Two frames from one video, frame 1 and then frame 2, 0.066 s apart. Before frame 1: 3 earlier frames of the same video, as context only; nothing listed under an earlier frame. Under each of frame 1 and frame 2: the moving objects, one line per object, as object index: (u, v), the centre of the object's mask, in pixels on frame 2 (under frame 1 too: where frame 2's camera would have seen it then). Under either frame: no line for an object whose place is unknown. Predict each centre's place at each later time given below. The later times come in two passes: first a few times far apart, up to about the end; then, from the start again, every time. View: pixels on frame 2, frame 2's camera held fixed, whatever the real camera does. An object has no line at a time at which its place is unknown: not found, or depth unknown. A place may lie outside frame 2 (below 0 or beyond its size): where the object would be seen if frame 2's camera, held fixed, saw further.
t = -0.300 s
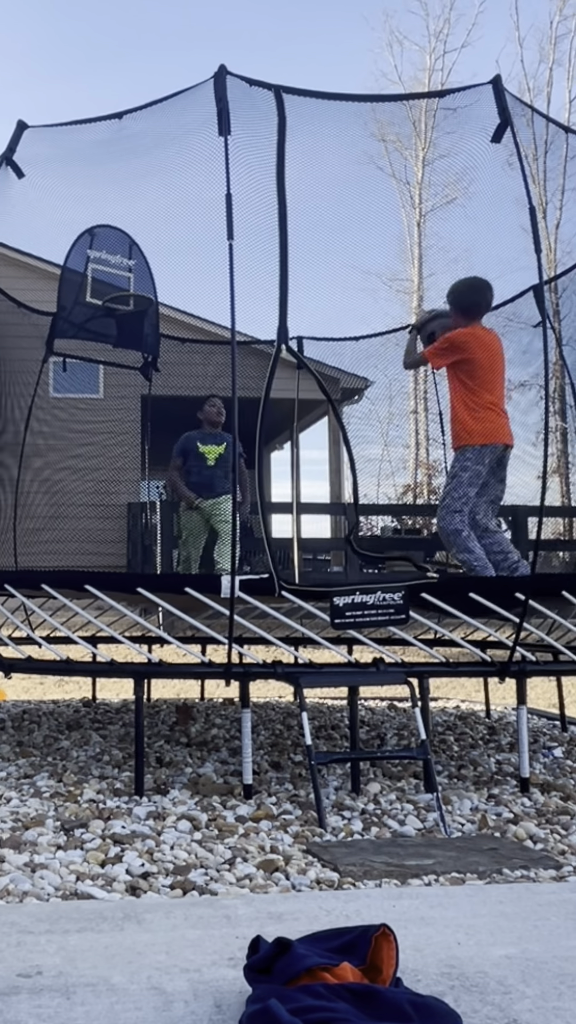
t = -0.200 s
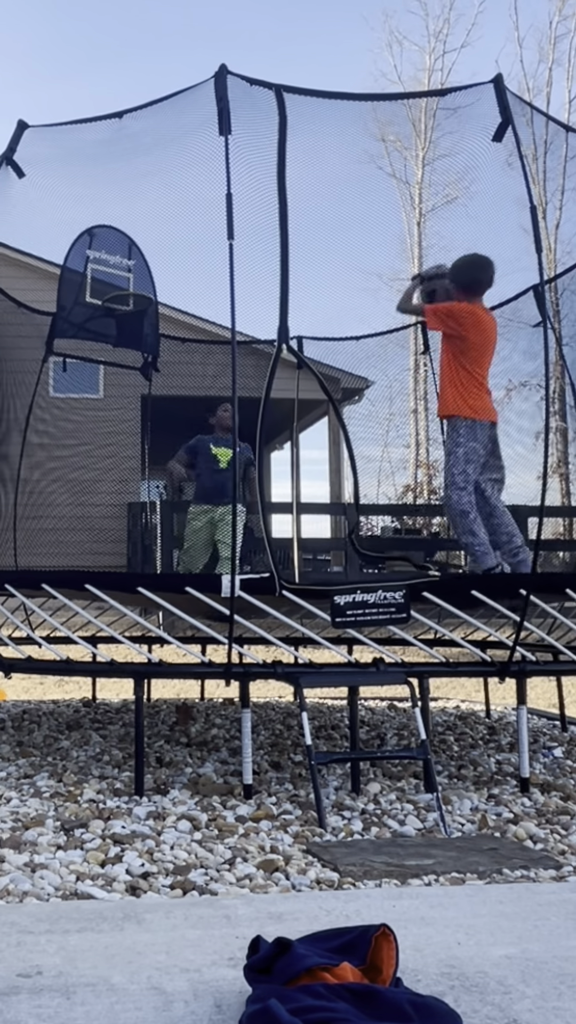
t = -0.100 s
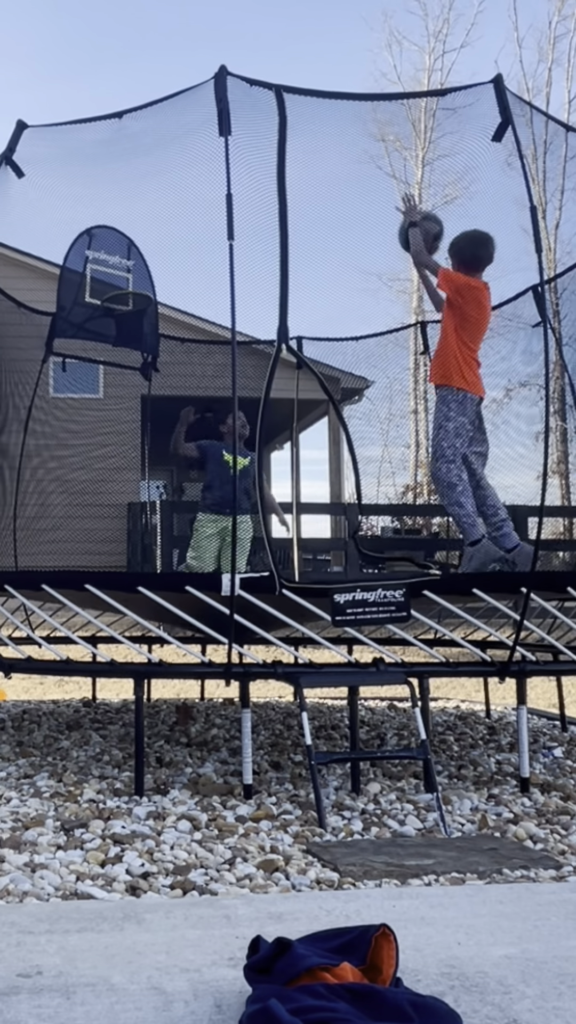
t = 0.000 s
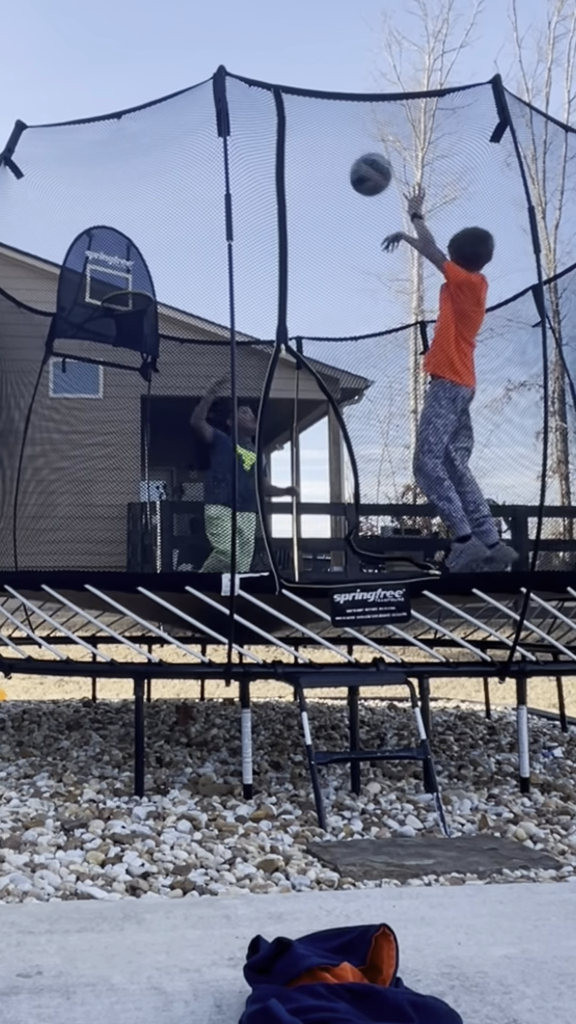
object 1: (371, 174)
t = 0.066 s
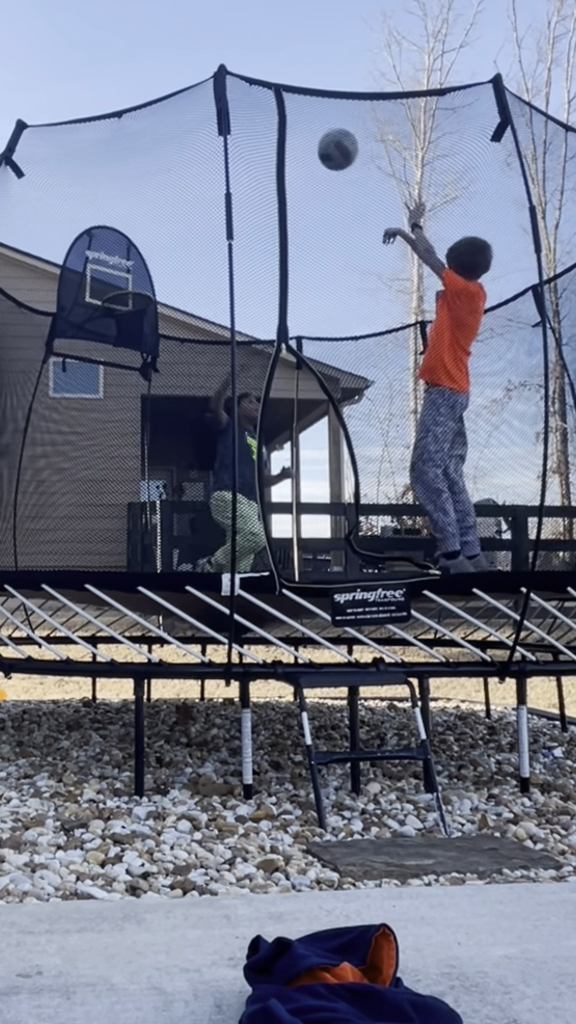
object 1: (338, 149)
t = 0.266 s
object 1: (253, 130)
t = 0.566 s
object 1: (154, 214)
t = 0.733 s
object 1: (112, 297)
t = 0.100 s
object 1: (322, 140)
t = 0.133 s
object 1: (307, 134)
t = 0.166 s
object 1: (298, 130)
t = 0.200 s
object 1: (278, 128)
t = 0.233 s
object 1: (264, 128)
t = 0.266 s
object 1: (253, 130)
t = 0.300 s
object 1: (242, 133)
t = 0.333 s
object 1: (229, 140)
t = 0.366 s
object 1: (215, 146)
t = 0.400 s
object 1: (205, 152)
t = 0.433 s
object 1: (194, 162)
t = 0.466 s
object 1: (184, 173)
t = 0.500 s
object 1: (173, 185)
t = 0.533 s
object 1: (163, 199)
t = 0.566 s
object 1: (154, 214)
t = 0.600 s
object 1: (145, 229)
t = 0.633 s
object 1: (135, 246)
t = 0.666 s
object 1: (126, 264)
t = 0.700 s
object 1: (118, 282)
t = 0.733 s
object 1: (112, 297)
